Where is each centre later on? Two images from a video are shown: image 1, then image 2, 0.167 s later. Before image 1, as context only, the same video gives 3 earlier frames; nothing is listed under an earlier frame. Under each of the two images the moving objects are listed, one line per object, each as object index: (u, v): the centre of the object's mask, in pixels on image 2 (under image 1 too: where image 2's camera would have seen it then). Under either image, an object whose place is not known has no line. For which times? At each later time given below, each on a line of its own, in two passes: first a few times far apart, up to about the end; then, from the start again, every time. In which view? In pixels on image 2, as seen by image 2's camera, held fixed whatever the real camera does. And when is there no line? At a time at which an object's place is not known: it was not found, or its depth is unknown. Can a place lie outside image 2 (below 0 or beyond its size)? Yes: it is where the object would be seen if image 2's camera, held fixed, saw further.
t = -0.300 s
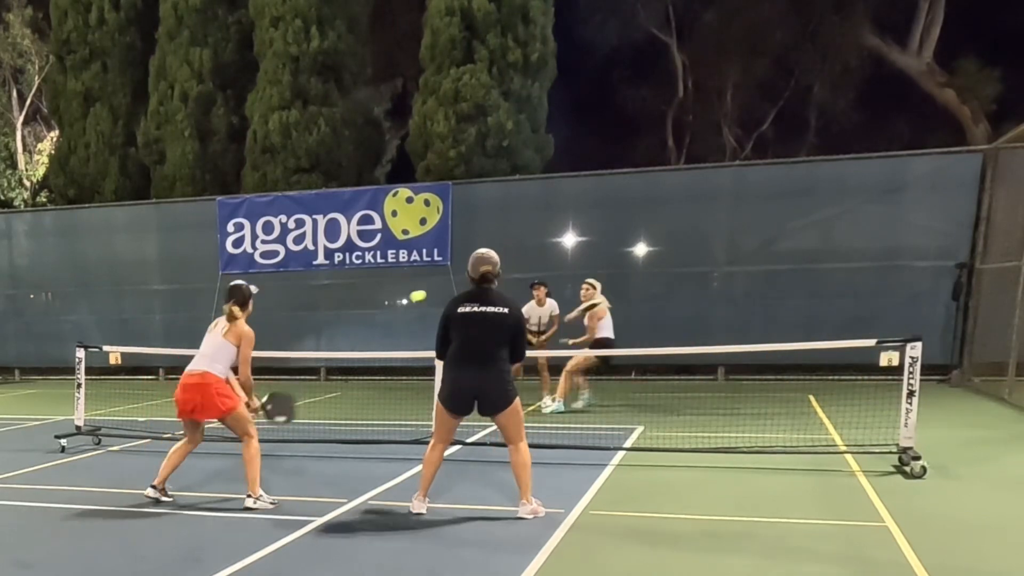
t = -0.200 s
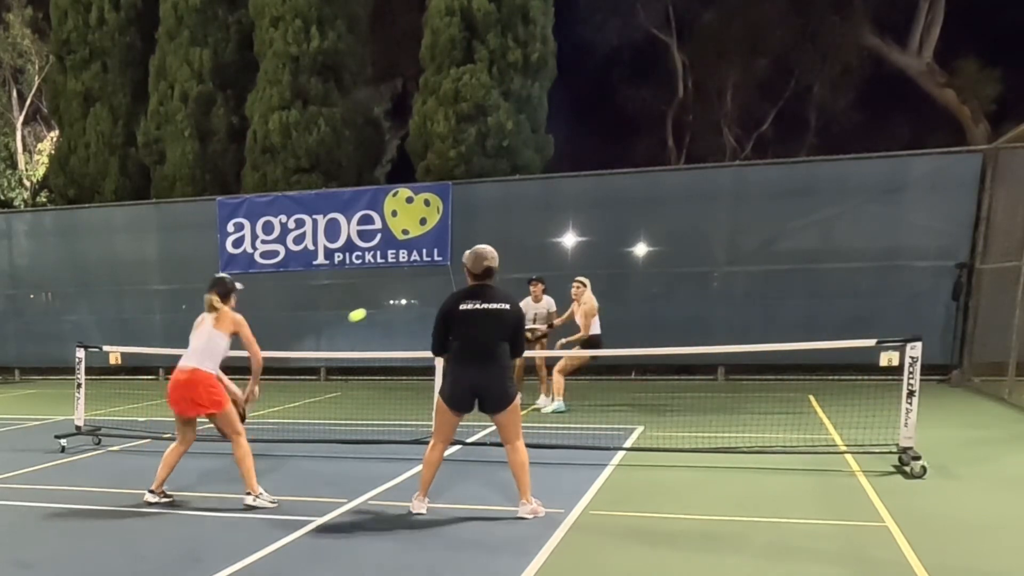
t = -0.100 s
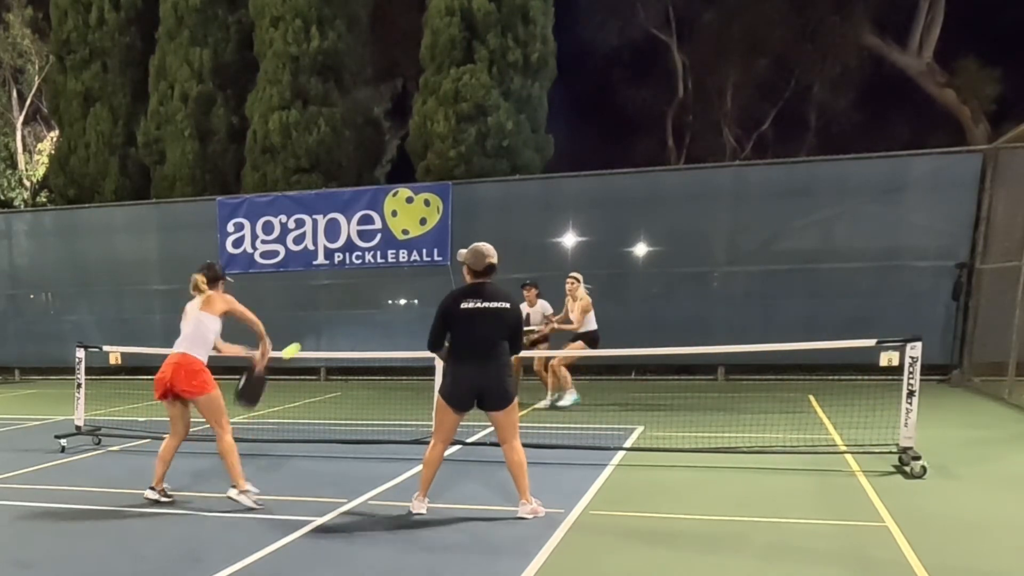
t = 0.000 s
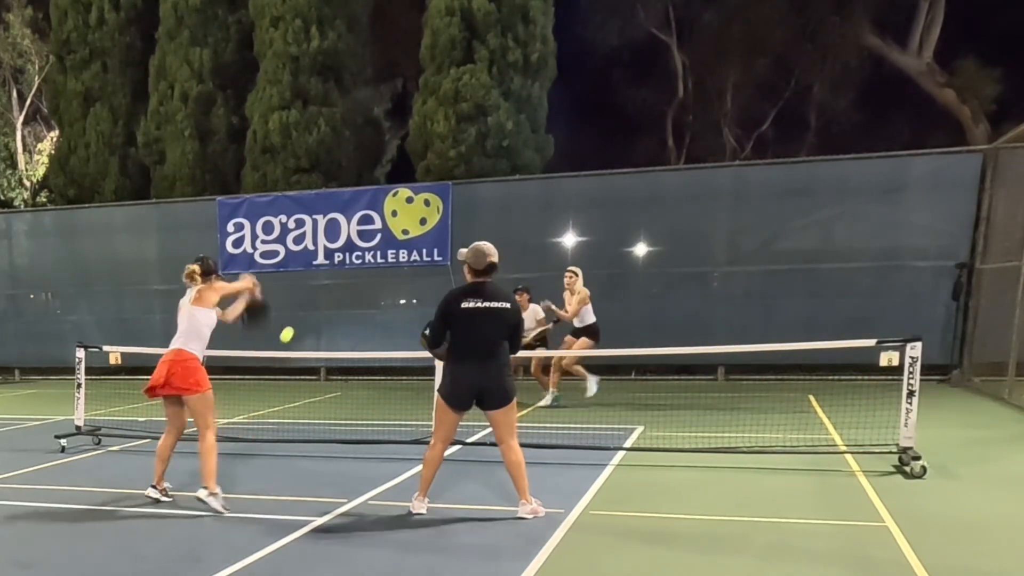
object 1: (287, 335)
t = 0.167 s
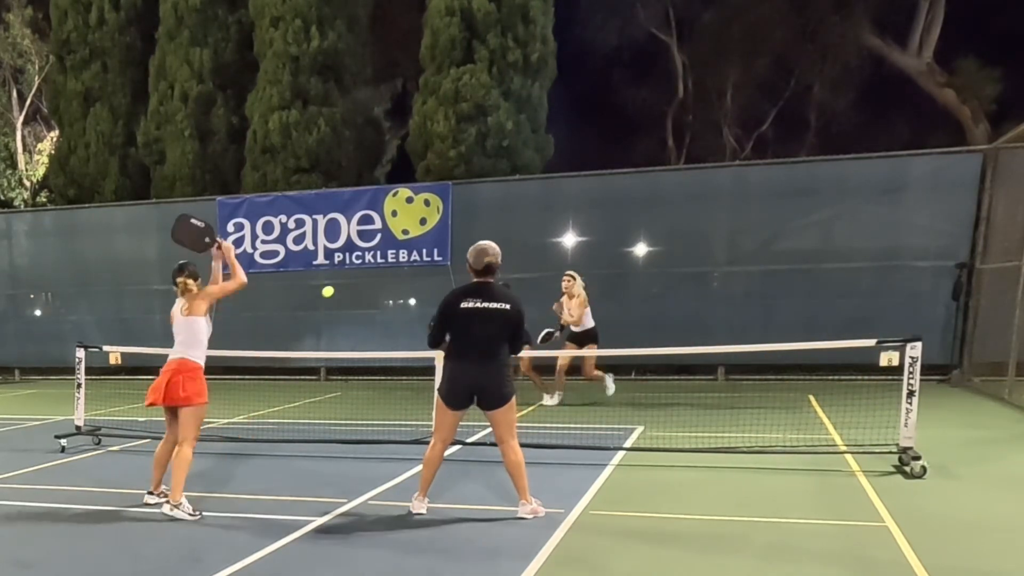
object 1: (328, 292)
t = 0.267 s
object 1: (347, 287)
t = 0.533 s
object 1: (384, 327)
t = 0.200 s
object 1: (335, 288)
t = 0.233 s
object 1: (341, 287)
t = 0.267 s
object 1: (347, 287)
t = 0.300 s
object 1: (353, 288)
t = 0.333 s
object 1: (358, 291)
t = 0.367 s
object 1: (363, 295)
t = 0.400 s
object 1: (368, 300)
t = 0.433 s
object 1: (372, 305)
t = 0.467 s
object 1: (377, 312)
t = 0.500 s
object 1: (381, 319)
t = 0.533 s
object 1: (384, 327)
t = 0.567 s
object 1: (388, 336)
